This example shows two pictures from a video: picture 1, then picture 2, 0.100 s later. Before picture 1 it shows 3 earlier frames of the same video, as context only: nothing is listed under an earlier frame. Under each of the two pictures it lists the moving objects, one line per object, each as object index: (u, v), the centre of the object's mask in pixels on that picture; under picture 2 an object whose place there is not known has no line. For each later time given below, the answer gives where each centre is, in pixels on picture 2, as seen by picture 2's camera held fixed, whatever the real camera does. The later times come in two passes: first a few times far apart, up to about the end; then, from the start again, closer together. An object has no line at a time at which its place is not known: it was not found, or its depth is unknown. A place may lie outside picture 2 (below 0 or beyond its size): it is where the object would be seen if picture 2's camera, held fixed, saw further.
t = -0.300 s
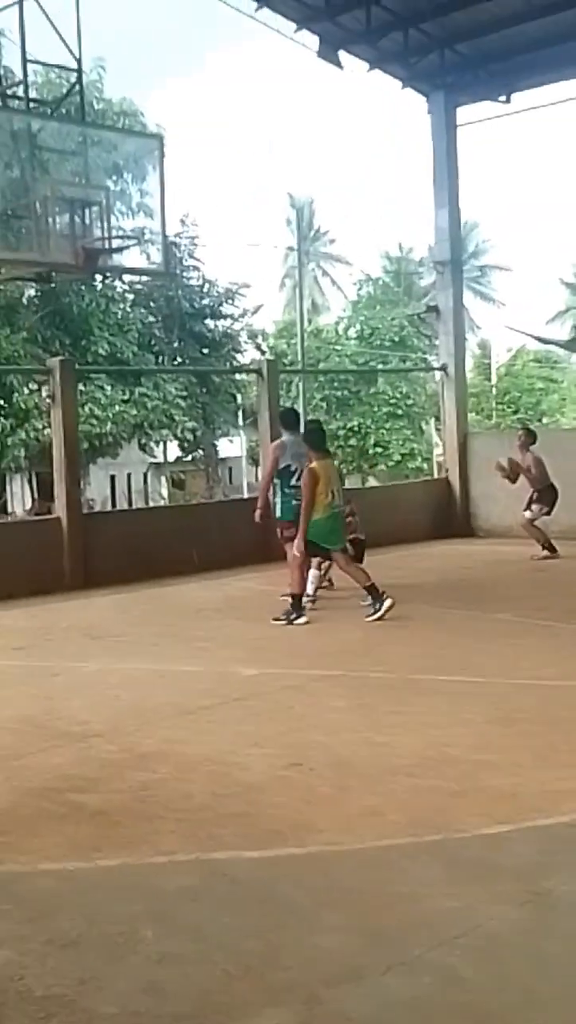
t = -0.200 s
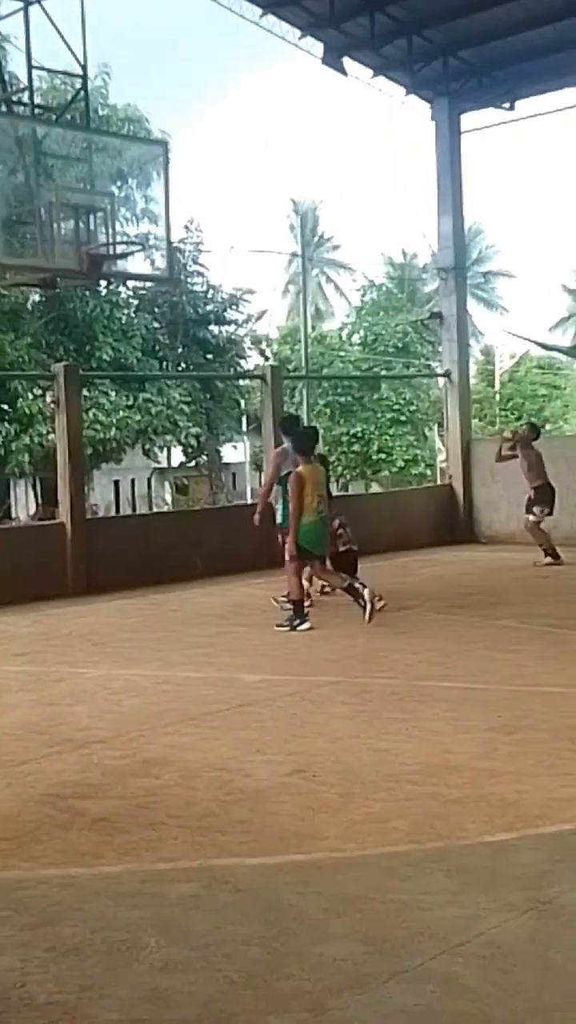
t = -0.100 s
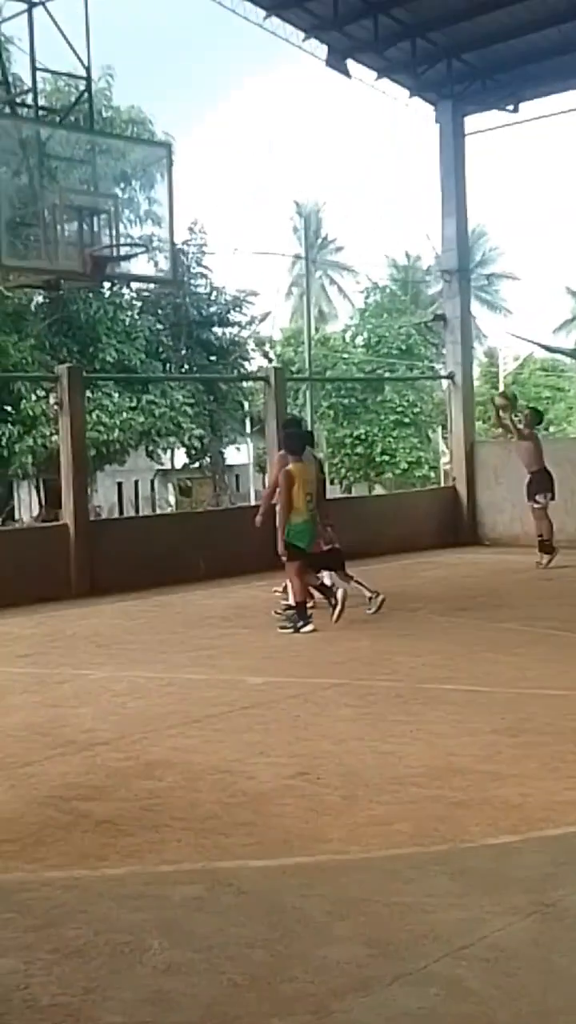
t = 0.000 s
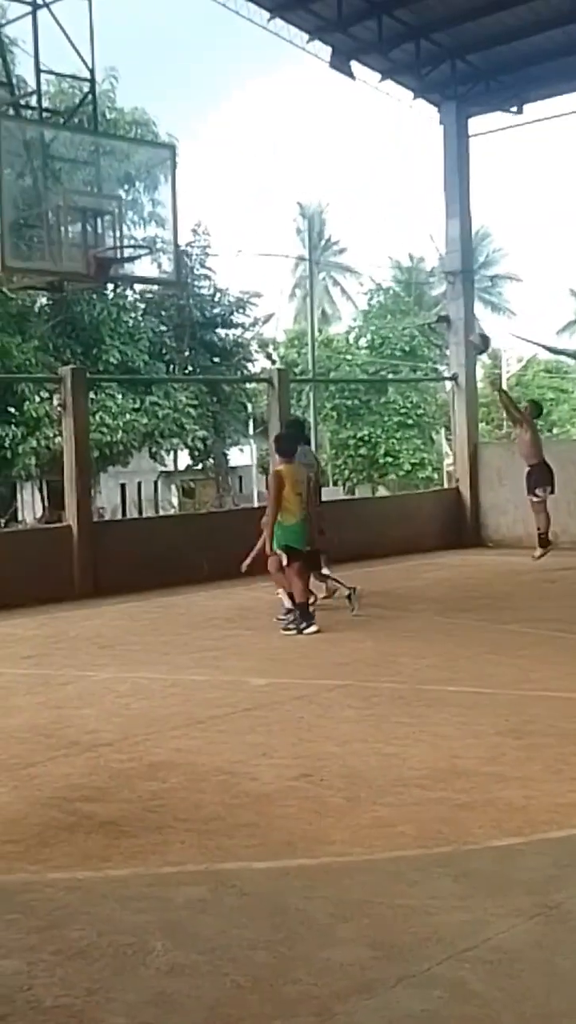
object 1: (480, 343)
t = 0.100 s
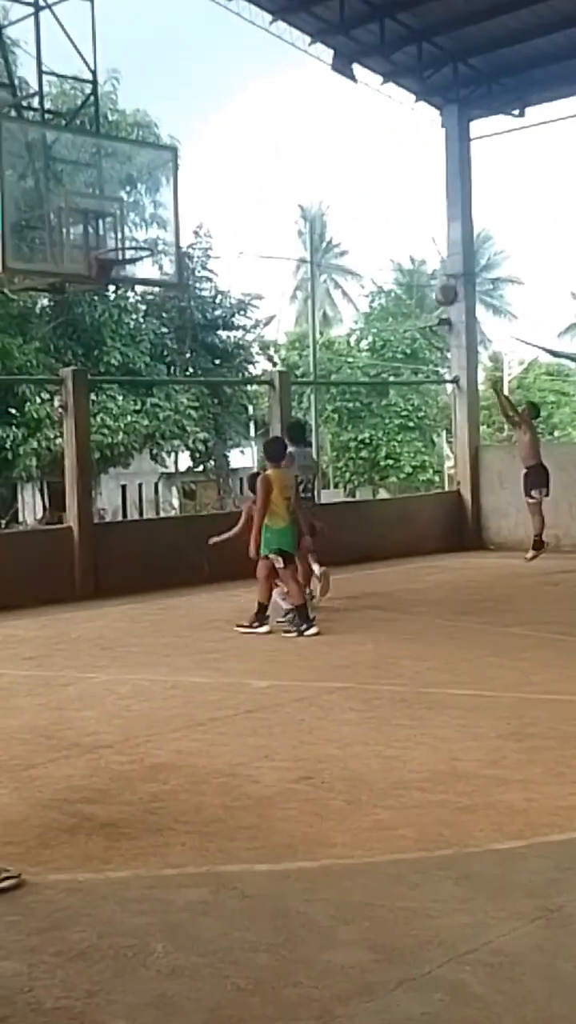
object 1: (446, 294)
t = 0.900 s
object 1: (138, 215)
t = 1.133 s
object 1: (146, 237)
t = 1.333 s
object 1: (164, 225)
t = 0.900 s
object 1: (138, 215)
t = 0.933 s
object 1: (123, 228)
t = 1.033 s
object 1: (123, 241)
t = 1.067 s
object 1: (132, 239)
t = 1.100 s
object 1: (142, 239)
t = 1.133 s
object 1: (146, 237)
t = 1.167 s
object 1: (149, 233)
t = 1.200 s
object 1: (152, 228)
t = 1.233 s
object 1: (155, 226)
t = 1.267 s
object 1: (158, 224)
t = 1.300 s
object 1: (160, 224)
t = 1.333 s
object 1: (164, 225)
